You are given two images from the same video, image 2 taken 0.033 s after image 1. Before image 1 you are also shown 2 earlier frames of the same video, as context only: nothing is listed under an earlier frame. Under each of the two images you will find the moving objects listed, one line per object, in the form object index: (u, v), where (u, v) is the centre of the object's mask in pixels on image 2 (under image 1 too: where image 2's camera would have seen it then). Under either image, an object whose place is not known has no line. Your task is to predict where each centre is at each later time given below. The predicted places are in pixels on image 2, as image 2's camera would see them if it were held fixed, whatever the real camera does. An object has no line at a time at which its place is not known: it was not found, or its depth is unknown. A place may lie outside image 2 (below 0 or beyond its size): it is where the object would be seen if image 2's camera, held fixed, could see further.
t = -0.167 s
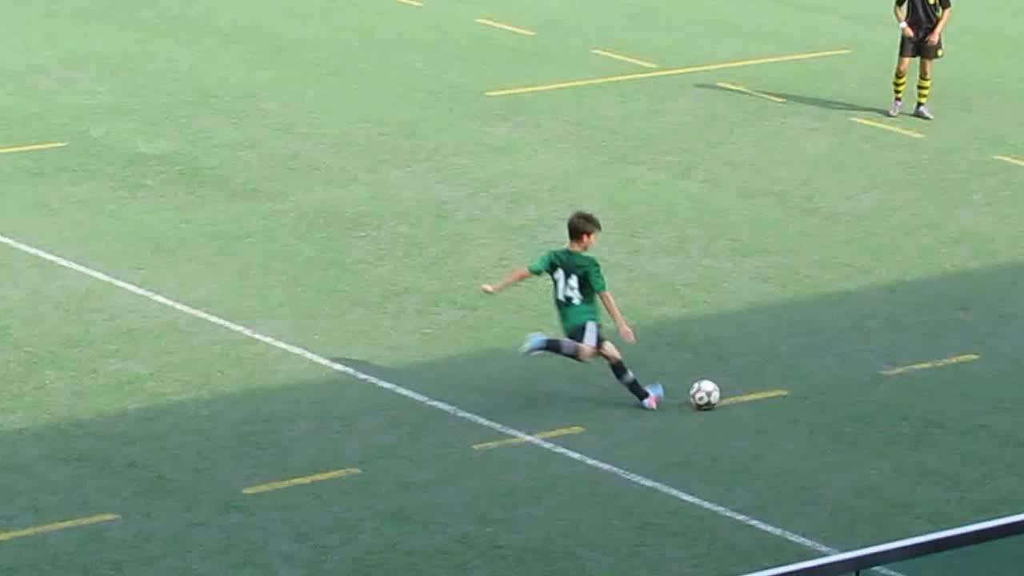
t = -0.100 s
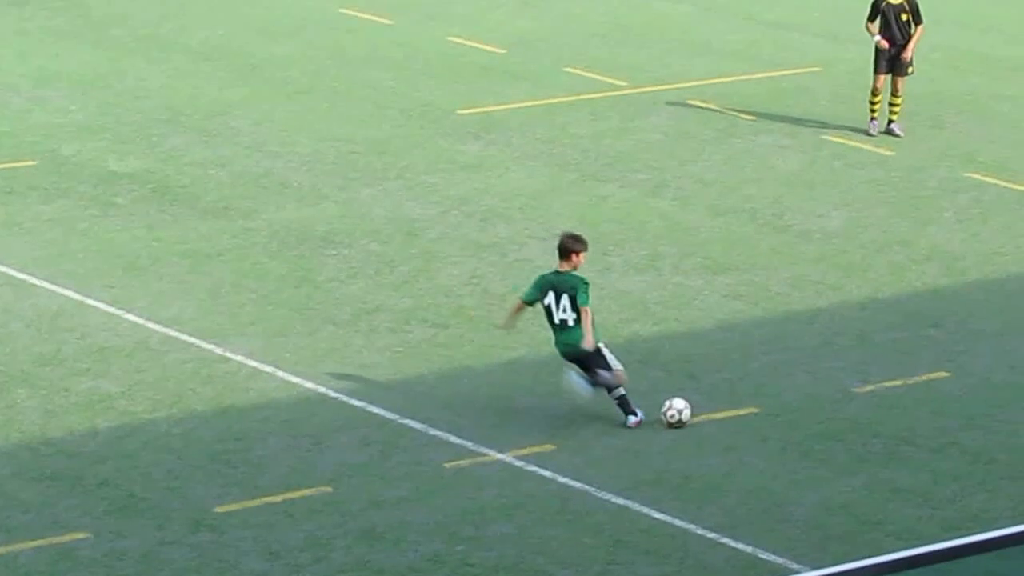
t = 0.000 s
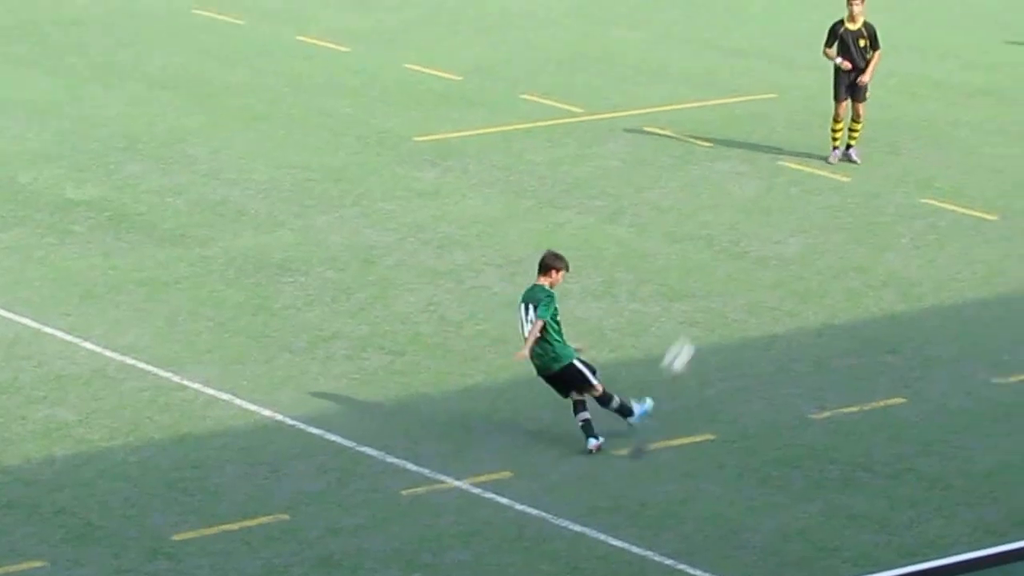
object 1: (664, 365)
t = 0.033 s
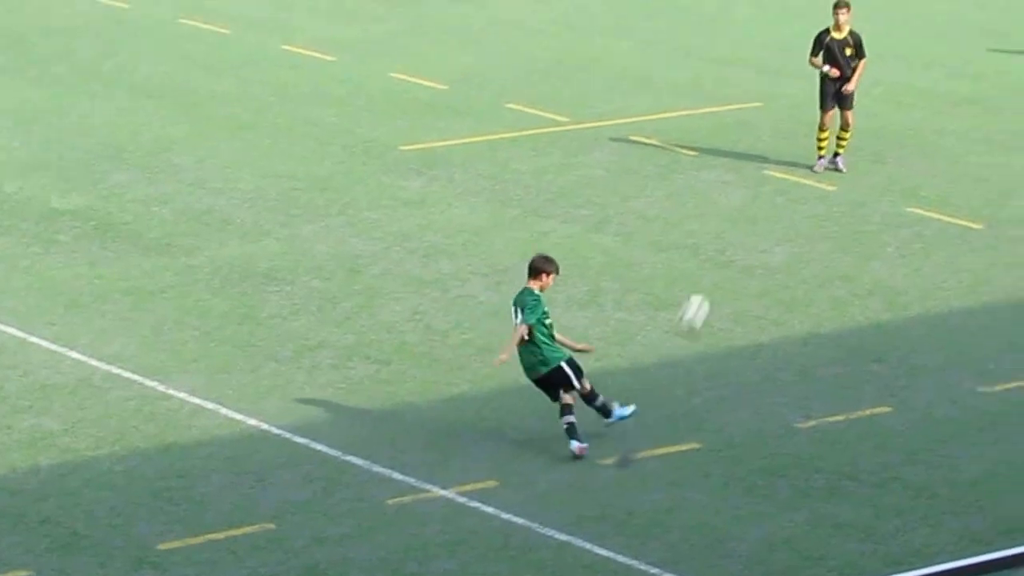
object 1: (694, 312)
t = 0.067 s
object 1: (720, 262)
